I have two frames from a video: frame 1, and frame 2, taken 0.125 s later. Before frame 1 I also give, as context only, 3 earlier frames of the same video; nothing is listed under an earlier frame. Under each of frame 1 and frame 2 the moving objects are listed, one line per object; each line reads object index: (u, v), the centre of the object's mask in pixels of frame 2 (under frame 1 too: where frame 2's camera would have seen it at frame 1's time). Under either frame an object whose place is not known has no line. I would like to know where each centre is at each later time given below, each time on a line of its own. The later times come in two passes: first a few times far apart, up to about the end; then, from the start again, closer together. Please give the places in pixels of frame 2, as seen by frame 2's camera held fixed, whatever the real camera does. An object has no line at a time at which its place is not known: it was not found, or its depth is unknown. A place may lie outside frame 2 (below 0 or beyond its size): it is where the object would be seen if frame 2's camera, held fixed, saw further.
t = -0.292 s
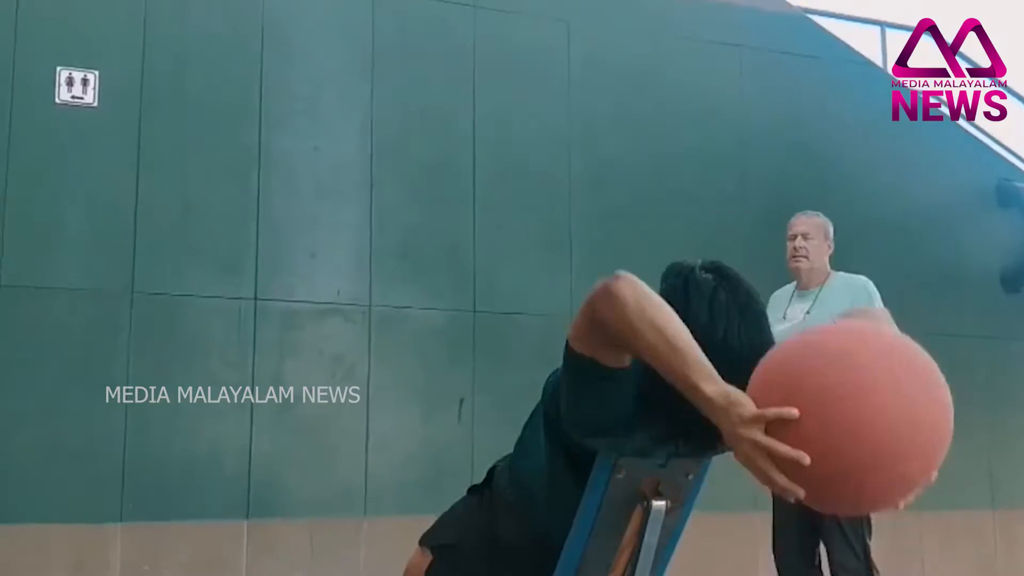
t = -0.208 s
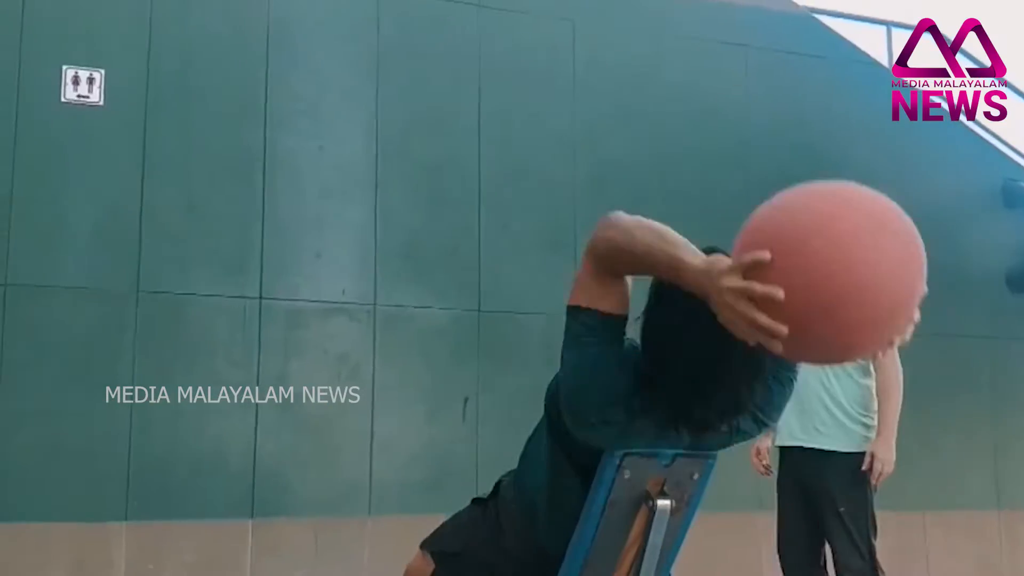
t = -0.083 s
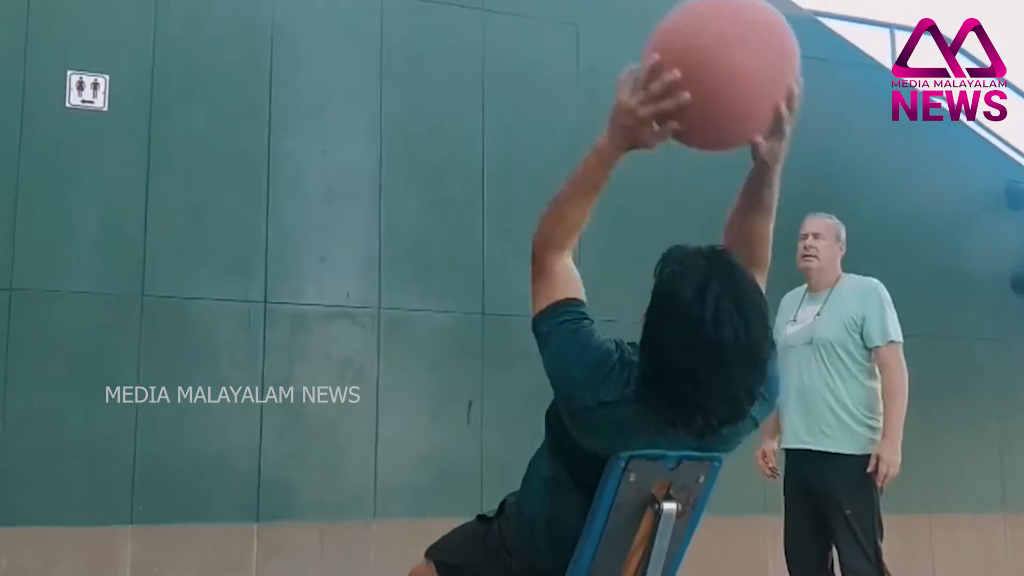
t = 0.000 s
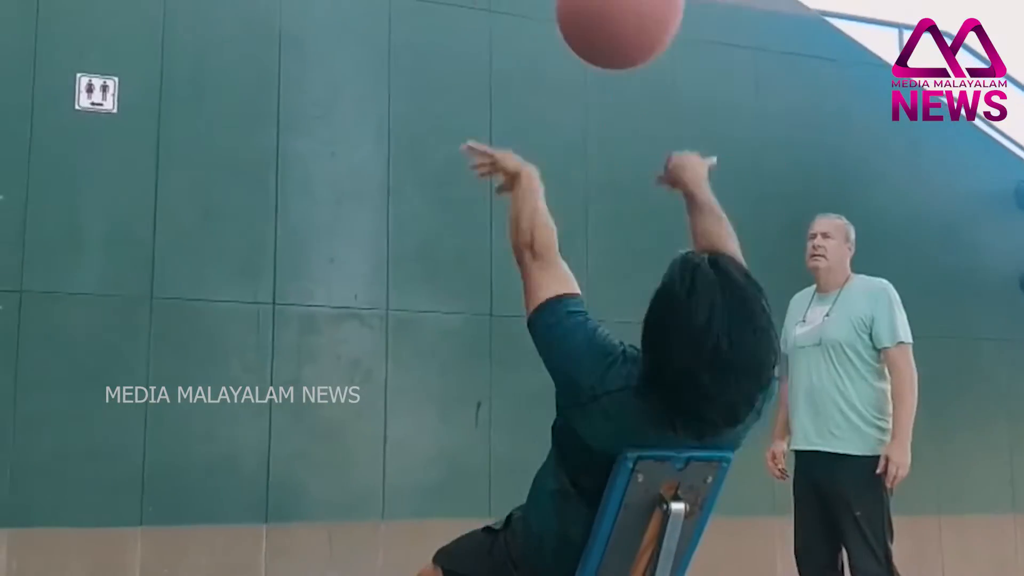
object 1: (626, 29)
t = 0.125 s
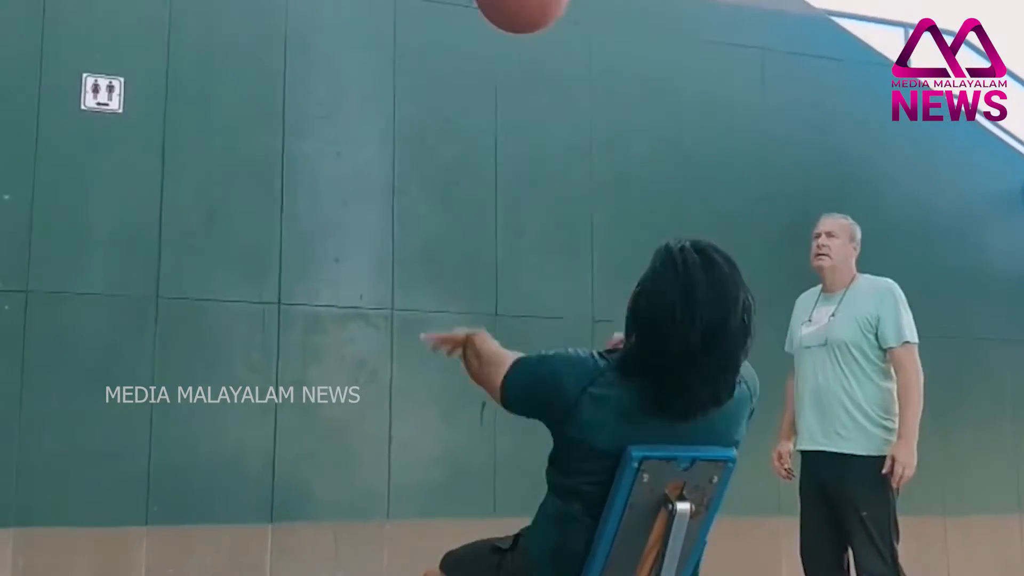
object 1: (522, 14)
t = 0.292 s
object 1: (432, 25)
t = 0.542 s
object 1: (358, 132)
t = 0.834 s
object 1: (384, 231)
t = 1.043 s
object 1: (429, 420)
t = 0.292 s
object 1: (432, 25)
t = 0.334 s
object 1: (419, 32)
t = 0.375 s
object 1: (401, 51)
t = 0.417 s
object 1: (390, 67)
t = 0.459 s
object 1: (381, 84)
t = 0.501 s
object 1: (367, 113)
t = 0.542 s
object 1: (358, 132)
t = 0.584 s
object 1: (346, 164)
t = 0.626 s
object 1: (350, 170)
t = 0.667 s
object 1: (359, 176)
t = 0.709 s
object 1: (364, 183)
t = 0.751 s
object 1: (372, 199)
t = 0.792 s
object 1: (377, 213)
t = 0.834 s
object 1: (384, 231)
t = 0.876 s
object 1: (393, 263)
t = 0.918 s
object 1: (400, 289)
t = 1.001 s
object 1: (419, 375)
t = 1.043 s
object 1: (429, 420)
